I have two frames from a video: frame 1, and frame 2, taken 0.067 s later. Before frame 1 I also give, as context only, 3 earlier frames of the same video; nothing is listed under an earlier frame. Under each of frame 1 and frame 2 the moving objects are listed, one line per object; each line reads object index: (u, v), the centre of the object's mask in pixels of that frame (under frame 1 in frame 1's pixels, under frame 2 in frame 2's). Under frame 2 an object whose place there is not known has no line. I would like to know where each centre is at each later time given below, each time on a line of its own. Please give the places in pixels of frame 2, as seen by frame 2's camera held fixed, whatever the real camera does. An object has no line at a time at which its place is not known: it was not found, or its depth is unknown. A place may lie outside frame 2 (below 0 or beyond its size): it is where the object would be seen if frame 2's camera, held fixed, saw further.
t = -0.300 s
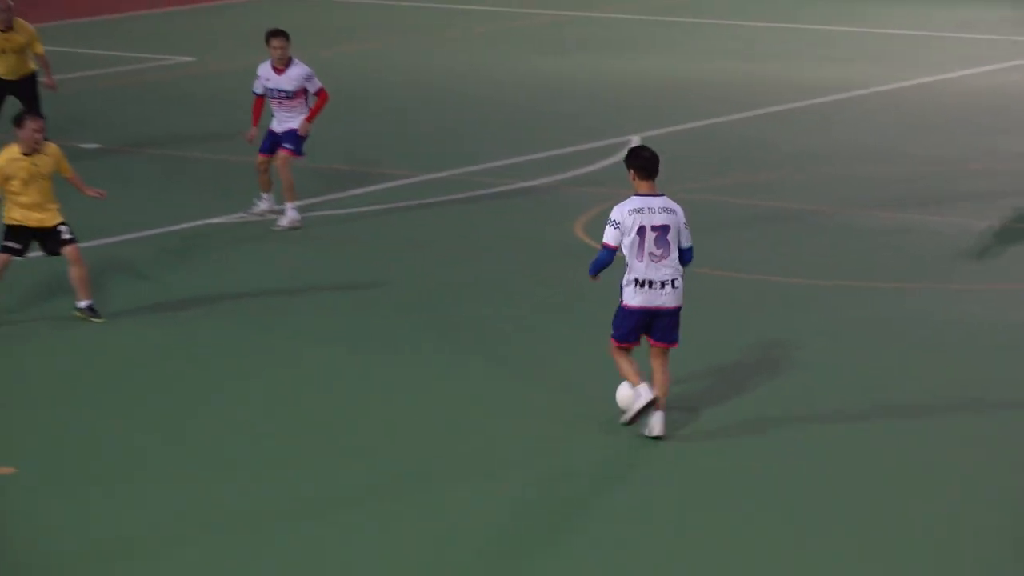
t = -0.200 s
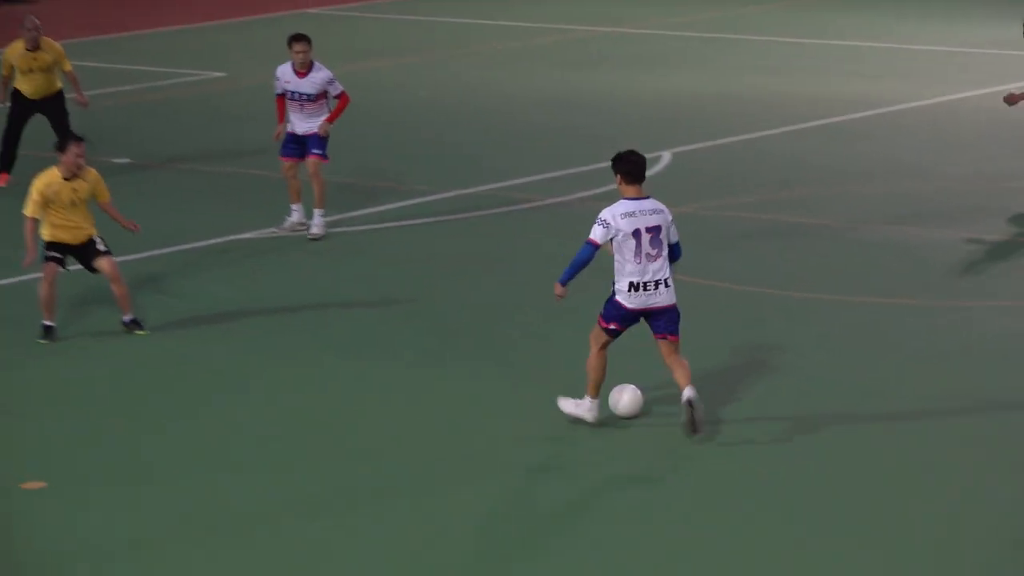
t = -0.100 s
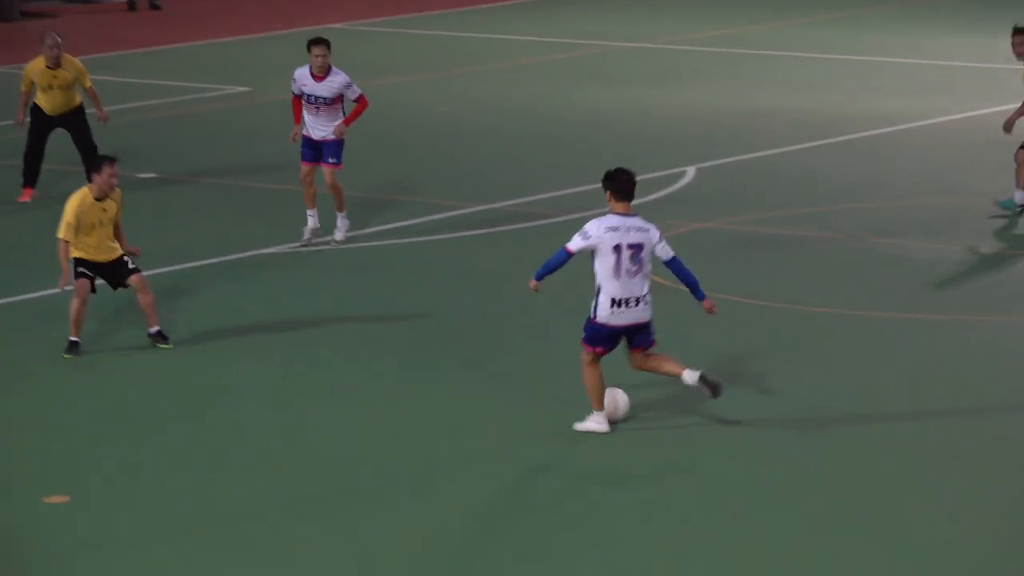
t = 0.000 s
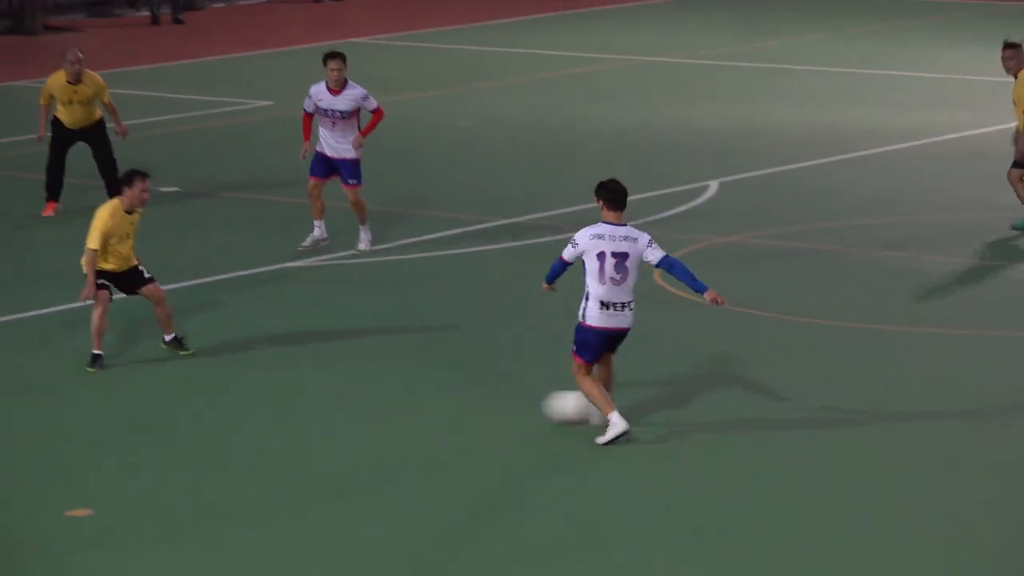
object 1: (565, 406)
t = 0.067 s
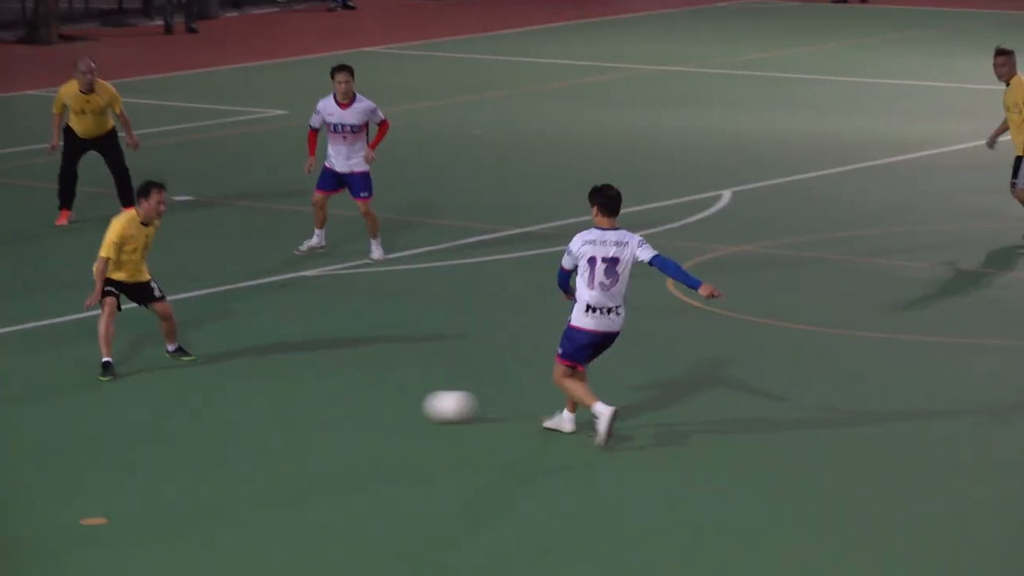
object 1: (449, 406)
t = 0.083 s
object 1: (418, 404)
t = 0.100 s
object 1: (388, 403)
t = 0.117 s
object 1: (359, 401)
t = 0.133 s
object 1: (331, 399)
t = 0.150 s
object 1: (304, 398)
